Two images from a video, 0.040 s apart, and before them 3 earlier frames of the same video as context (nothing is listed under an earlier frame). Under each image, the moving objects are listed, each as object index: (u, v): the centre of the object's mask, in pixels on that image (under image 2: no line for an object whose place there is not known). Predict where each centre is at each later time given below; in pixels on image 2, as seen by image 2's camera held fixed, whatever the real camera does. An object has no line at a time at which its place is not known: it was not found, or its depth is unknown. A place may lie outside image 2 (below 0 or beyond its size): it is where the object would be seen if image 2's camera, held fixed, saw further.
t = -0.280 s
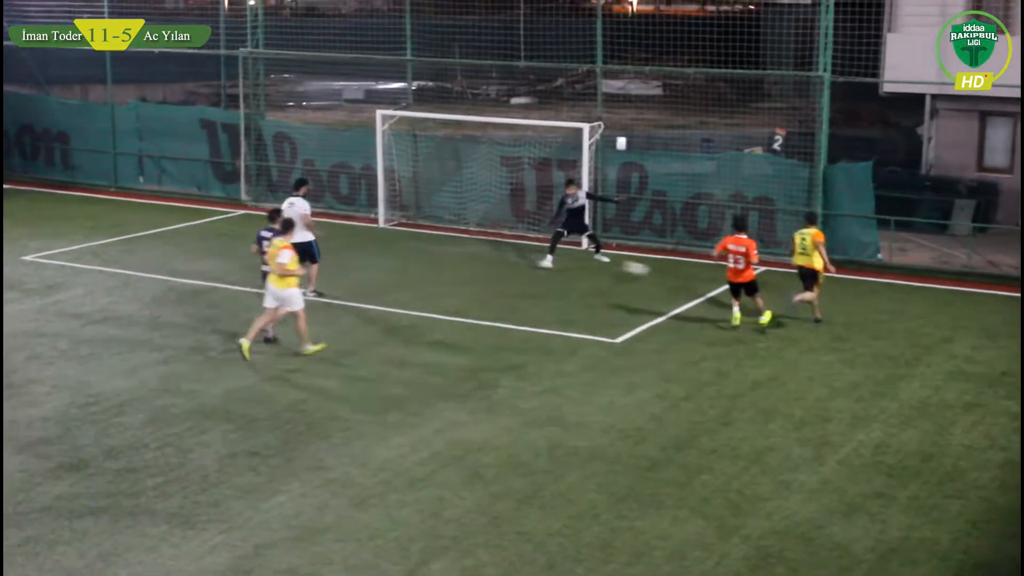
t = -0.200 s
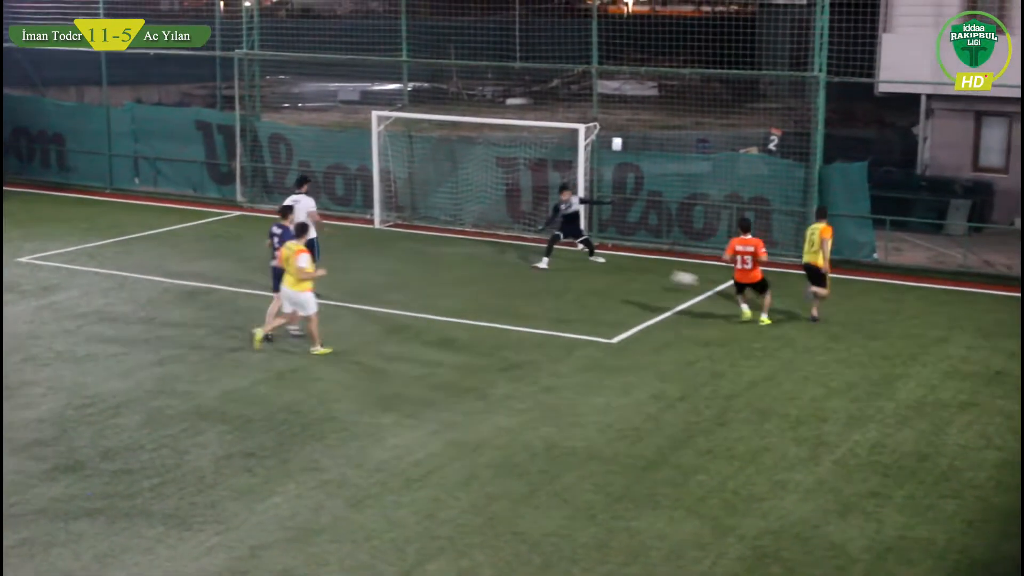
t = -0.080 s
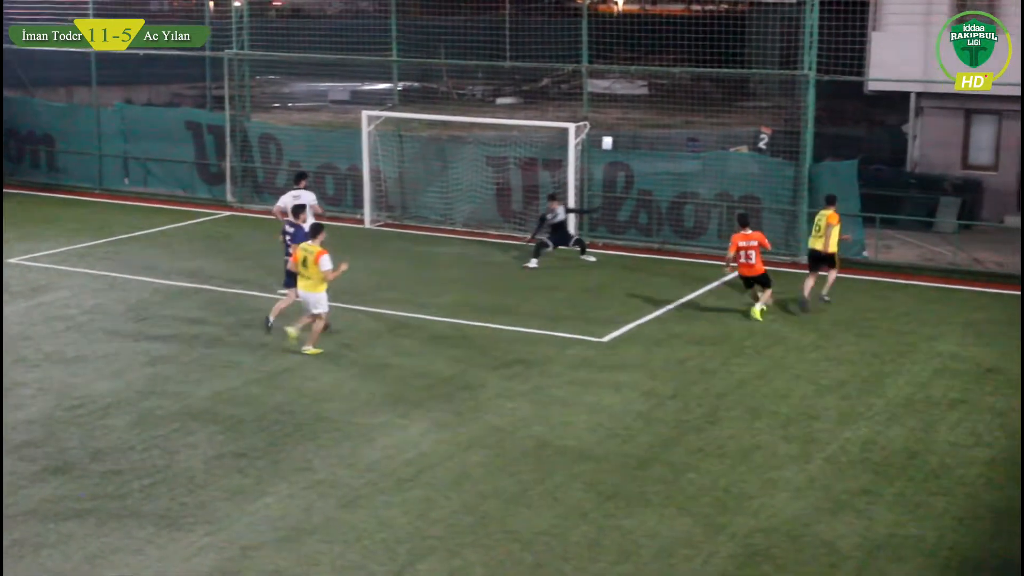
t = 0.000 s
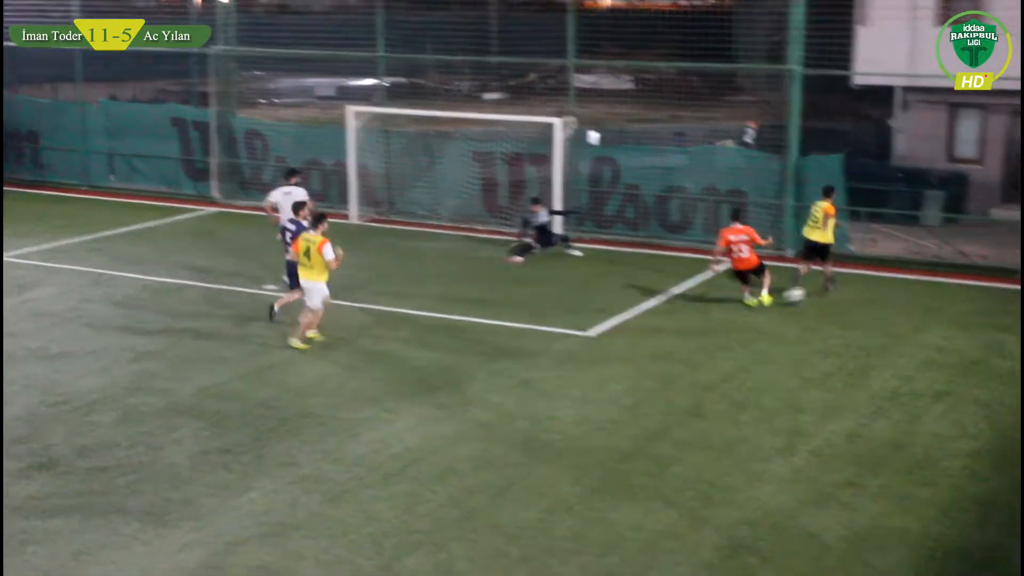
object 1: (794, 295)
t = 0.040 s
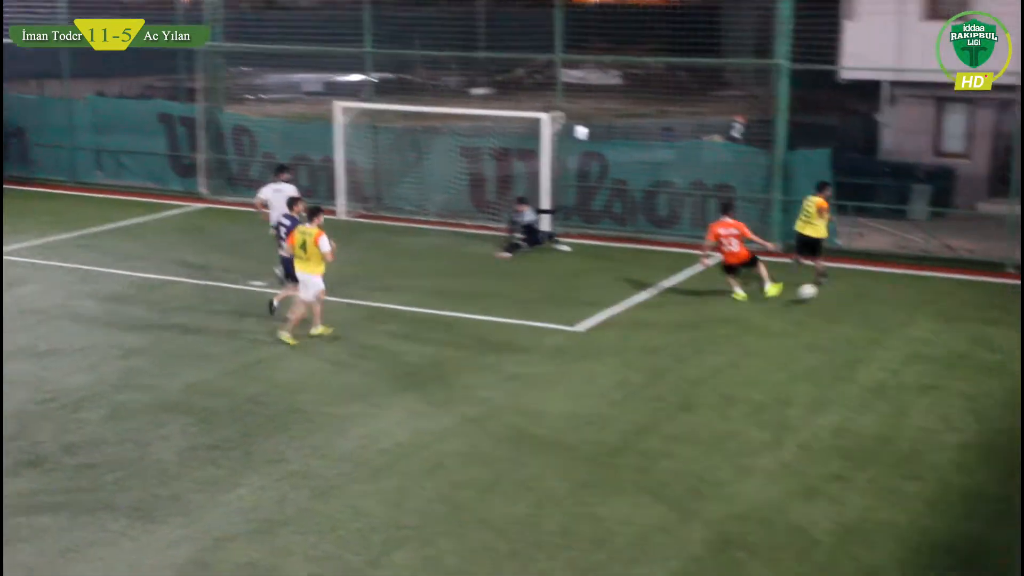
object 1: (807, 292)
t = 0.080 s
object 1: (832, 295)
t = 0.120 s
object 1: (858, 299)
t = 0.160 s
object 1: (882, 306)
